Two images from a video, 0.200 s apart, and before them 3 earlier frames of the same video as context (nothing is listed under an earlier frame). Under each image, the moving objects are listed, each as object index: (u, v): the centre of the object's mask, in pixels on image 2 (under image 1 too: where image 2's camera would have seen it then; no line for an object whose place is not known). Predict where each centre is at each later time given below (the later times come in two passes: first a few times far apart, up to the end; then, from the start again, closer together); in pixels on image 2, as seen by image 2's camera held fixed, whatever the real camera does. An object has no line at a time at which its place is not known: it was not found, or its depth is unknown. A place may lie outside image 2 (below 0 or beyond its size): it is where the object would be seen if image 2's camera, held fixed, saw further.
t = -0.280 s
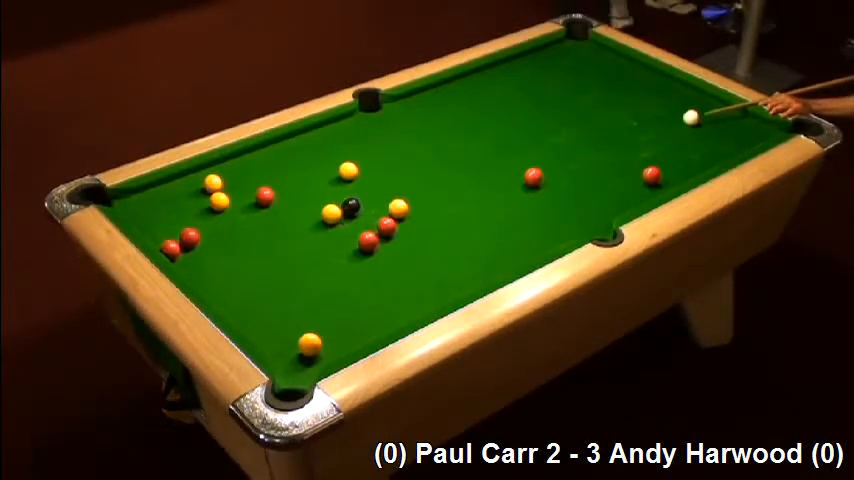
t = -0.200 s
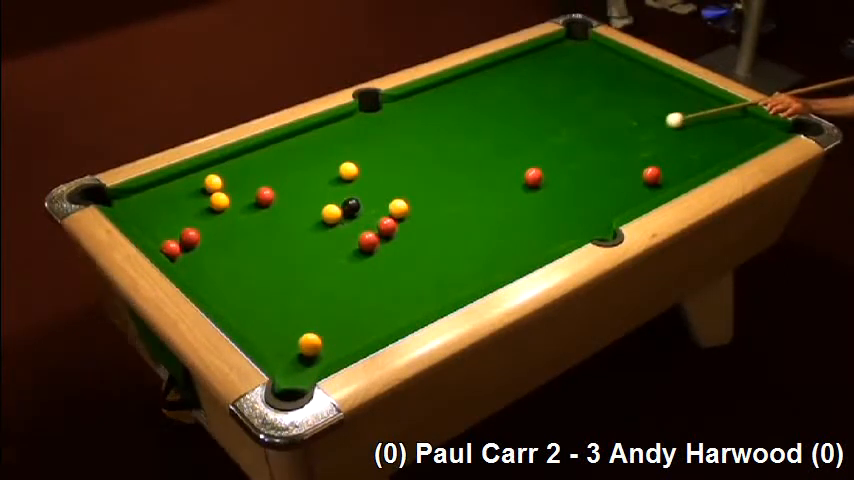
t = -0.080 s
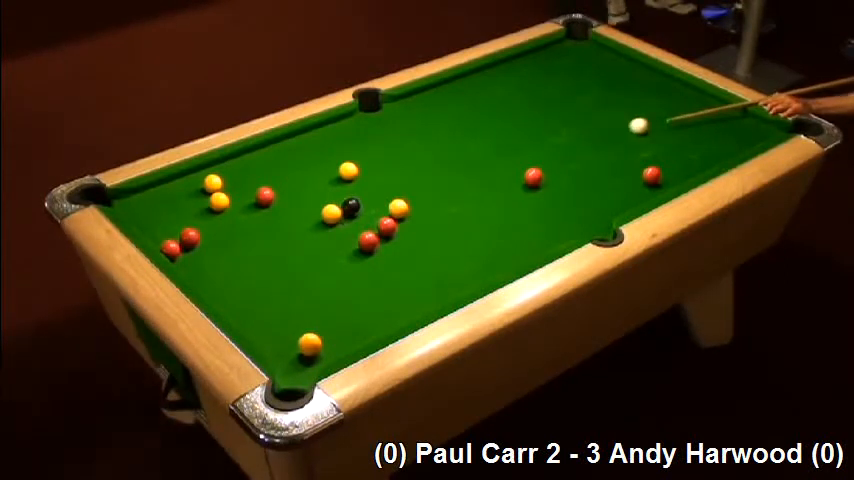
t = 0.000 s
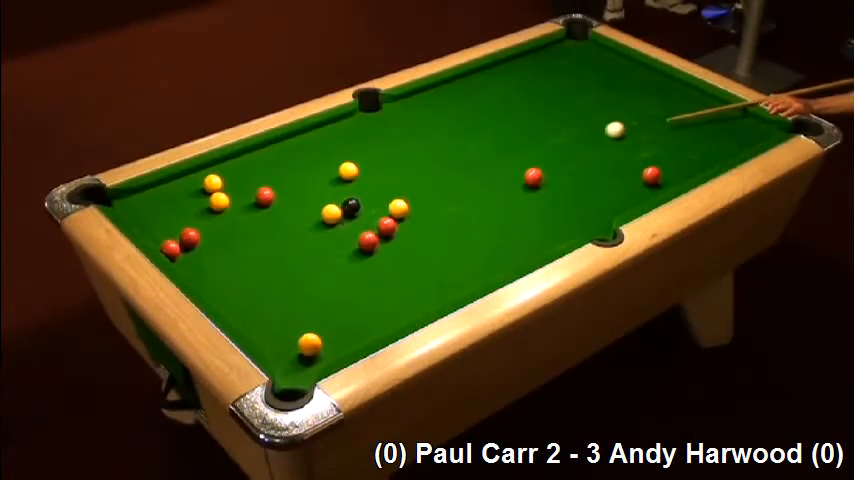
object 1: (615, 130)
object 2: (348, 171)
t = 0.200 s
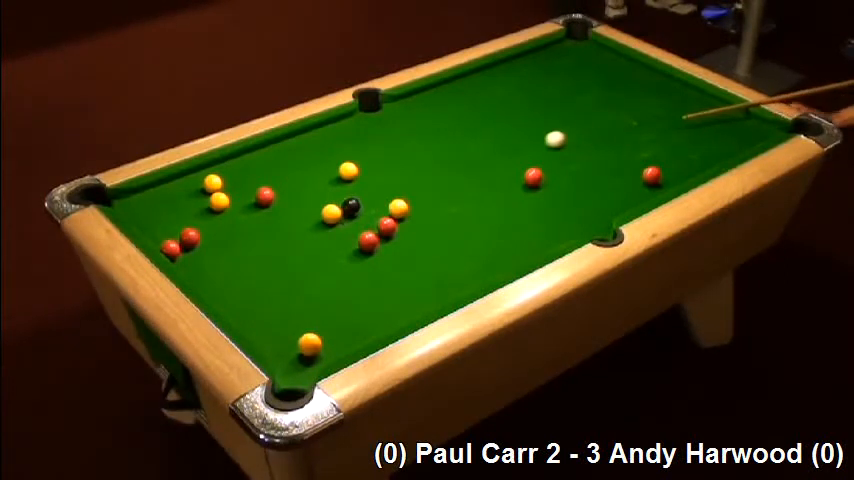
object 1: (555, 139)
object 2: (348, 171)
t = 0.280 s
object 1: (530, 143)
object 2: (348, 171)
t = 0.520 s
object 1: (456, 155)
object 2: (348, 171)
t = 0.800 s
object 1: (369, 170)
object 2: (348, 171)
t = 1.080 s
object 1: (356, 177)
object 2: (294, 175)
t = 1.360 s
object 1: (345, 184)
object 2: (246, 179)
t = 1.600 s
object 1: (337, 189)
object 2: (227, 180)
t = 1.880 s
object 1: (330, 193)
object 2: (219, 179)
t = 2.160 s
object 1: (324, 196)
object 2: (214, 178)
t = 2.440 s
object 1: (320, 198)
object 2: (212, 178)
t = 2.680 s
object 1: (317, 199)
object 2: (211, 178)
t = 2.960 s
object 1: (317, 200)
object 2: (211, 178)
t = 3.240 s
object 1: (317, 200)
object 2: (211, 178)
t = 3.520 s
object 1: (317, 200)
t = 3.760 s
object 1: (317, 200)
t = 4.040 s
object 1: (317, 200)
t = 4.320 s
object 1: (317, 200)
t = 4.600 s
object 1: (317, 200)
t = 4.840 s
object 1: (317, 200)
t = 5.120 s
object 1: (317, 200)
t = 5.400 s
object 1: (317, 200)
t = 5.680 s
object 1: (317, 200)
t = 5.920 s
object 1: (317, 200)
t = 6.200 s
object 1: (317, 200)
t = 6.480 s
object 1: (317, 200)
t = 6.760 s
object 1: (317, 200)
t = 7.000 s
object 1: (317, 200)
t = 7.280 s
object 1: (317, 200)
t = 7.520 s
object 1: (317, 200)
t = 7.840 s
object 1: (317, 200)
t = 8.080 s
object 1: (317, 200)
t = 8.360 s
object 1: (317, 200)
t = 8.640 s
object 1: (317, 200)
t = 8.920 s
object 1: (317, 200)
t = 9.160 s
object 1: (317, 200)
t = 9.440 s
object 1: (317, 200)
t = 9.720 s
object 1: (317, 200)
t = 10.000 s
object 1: (317, 200)
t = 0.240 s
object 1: (543, 141)
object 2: (348, 171)
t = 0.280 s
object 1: (530, 143)
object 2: (348, 171)
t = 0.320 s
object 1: (518, 145)
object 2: (348, 171)
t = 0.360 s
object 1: (506, 147)
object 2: (348, 171)
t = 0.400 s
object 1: (493, 149)
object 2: (348, 171)
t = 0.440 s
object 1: (481, 151)
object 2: (348, 171)
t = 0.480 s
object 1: (468, 154)
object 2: (348, 171)
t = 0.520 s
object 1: (456, 155)
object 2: (348, 171)
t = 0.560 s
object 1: (444, 158)
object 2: (348, 171)
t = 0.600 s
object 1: (431, 160)
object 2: (348, 171)
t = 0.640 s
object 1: (419, 161)
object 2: (348, 171)
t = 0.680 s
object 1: (406, 164)
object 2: (348, 171)
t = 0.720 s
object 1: (393, 166)
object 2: (348, 171)
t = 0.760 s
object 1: (381, 168)
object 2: (348, 171)
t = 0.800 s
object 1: (369, 170)
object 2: (348, 171)
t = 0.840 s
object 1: (366, 171)
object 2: (340, 171)
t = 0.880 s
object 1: (365, 172)
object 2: (331, 172)
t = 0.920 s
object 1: (363, 173)
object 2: (323, 173)
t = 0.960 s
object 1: (361, 174)
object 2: (316, 173)
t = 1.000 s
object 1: (360, 175)
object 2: (309, 174)
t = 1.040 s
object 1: (358, 176)
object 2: (301, 174)
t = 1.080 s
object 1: (356, 177)
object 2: (294, 175)
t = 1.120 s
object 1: (355, 178)
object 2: (287, 176)
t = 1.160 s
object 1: (353, 180)
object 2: (280, 176)
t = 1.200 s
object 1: (351, 180)
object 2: (273, 177)
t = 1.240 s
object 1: (350, 181)
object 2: (266, 177)
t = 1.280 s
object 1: (348, 182)
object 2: (259, 178)
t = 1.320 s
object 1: (347, 183)
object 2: (252, 179)
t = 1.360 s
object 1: (345, 184)
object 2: (246, 179)
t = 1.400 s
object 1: (344, 185)
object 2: (239, 180)
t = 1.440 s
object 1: (343, 186)
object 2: (232, 180)
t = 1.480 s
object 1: (341, 186)
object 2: (230, 180)
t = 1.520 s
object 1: (340, 187)
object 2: (229, 180)
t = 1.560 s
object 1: (339, 188)
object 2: (228, 180)
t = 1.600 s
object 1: (337, 189)
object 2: (227, 180)
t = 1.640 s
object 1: (336, 189)
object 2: (225, 180)
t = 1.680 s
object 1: (335, 190)
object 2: (224, 180)
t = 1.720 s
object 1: (334, 191)
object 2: (223, 179)
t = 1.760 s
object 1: (333, 191)
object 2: (222, 179)
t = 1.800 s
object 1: (332, 192)
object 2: (221, 179)
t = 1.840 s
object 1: (331, 193)
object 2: (220, 179)
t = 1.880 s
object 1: (330, 193)
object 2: (219, 179)
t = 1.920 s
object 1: (329, 194)
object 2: (218, 179)
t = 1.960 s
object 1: (328, 194)
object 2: (217, 178)
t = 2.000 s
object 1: (327, 195)
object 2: (217, 179)
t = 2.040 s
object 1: (326, 195)
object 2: (216, 178)
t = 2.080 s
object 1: (326, 196)
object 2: (215, 178)
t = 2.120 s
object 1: (325, 196)
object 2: (215, 178)
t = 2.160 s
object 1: (324, 196)
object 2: (214, 178)
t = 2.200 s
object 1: (323, 197)
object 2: (214, 178)
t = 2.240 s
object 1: (323, 197)
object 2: (213, 178)
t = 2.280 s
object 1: (322, 197)
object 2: (213, 178)
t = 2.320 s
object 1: (321, 198)
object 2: (213, 178)
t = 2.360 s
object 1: (321, 198)
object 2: (212, 178)
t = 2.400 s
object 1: (320, 198)
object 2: (212, 178)
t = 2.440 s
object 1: (320, 198)
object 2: (212, 178)
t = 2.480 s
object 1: (319, 199)
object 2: (211, 178)
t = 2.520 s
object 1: (319, 199)
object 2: (211, 178)
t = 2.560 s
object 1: (318, 199)
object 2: (211, 178)
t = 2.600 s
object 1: (318, 199)
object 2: (211, 178)
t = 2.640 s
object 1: (317, 199)
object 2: (211, 178)
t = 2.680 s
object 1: (317, 199)
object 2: (211, 178)
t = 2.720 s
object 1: (317, 200)
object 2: (211, 178)
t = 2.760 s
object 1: (317, 200)
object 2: (211, 178)
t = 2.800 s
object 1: (317, 200)
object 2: (211, 178)
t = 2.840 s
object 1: (317, 200)
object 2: (211, 178)
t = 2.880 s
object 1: (317, 200)
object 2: (211, 178)
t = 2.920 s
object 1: (317, 200)
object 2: (211, 178)
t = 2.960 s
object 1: (317, 200)
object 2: (211, 178)
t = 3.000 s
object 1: (317, 200)
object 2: (211, 178)
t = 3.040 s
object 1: (317, 200)
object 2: (211, 178)
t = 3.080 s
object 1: (317, 200)
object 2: (211, 178)
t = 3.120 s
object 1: (317, 200)
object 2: (211, 178)
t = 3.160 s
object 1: (317, 200)
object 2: (211, 178)
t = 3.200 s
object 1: (317, 200)
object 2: (211, 178)
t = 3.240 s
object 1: (317, 200)
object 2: (211, 178)
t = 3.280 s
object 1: (317, 200)
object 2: (211, 178)
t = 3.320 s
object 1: (317, 200)
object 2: (211, 178)
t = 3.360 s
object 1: (317, 200)
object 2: (211, 178)
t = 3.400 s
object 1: (317, 200)
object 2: (211, 178)
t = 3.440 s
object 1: (317, 200)
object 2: (211, 178)
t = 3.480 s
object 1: (317, 200)
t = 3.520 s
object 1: (317, 200)
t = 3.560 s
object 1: (317, 200)
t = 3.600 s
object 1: (317, 200)
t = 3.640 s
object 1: (317, 200)
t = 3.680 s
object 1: (317, 200)
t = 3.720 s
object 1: (317, 200)
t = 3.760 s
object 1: (317, 200)
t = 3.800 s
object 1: (317, 200)
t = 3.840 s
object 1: (317, 200)
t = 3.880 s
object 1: (317, 200)
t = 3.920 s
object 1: (317, 200)
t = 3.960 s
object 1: (317, 200)
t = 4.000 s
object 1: (317, 200)
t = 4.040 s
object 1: (317, 200)
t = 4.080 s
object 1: (317, 200)
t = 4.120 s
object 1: (317, 200)
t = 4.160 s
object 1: (317, 200)
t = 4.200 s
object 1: (317, 200)
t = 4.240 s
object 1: (317, 200)
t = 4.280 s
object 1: (317, 200)
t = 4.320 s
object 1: (317, 200)
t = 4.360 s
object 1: (317, 200)
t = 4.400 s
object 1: (317, 200)
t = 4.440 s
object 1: (317, 200)
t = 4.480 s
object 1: (317, 200)
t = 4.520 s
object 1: (317, 200)
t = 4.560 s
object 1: (317, 200)
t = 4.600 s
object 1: (317, 200)
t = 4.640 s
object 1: (317, 200)
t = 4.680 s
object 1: (317, 200)
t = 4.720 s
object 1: (317, 200)
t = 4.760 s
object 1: (317, 200)
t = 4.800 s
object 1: (317, 200)
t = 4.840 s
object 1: (317, 200)
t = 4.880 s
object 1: (317, 200)
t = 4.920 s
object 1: (317, 200)
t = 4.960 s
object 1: (317, 200)
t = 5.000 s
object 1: (317, 200)
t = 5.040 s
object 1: (317, 200)
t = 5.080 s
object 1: (317, 200)
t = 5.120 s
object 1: (317, 200)
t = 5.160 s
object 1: (317, 200)
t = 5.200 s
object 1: (317, 200)
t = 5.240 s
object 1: (317, 200)
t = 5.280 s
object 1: (317, 200)
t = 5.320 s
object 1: (317, 200)
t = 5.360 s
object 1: (317, 200)
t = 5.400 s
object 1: (317, 200)
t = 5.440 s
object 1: (317, 200)
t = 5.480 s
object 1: (317, 200)
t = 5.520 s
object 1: (317, 200)
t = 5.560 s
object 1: (317, 200)
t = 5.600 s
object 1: (317, 200)
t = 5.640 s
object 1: (317, 200)
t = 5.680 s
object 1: (317, 200)
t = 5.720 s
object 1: (317, 200)
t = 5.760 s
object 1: (317, 200)
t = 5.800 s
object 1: (317, 200)
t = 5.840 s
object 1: (317, 200)
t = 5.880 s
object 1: (317, 200)
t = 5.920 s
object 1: (317, 200)
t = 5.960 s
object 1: (317, 200)
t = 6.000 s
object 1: (317, 200)
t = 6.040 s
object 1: (317, 200)
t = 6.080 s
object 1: (317, 200)
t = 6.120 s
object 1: (317, 200)
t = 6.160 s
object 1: (317, 200)
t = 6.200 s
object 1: (317, 200)
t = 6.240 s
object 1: (317, 200)
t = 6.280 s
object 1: (317, 200)
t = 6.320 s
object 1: (317, 200)
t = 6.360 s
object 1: (317, 200)
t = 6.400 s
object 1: (317, 200)
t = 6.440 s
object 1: (317, 200)
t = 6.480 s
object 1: (317, 200)
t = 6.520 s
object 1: (317, 200)
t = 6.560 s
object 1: (317, 200)
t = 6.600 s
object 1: (317, 200)
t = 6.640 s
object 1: (317, 200)
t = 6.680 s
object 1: (317, 200)
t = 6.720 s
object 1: (317, 200)
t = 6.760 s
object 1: (317, 200)
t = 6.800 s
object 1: (317, 200)
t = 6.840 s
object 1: (317, 200)
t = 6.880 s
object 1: (317, 200)
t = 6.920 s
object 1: (317, 200)
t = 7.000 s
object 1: (317, 200)
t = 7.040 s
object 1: (317, 200)
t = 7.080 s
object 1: (317, 200)
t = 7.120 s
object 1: (317, 200)
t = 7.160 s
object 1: (317, 200)
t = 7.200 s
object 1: (317, 200)
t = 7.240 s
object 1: (317, 200)
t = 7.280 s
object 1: (317, 200)
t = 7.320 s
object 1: (317, 200)
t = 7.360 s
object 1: (317, 200)
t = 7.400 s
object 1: (317, 200)
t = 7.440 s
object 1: (317, 200)
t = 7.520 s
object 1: (317, 200)
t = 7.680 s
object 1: (317, 200)
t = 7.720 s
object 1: (317, 200)
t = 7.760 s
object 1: (317, 200)
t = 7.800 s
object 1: (317, 200)
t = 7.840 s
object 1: (317, 200)
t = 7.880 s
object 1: (317, 200)
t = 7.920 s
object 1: (317, 200)
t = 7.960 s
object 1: (317, 200)
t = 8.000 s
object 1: (317, 200)
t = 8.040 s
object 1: (317, 200)
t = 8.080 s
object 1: (317, 200)
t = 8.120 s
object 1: (317, 200)
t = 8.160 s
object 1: (317, 200)
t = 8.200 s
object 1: (317, 200)
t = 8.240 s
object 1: (317, 200)
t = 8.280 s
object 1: (317, 200)
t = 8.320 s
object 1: (317, 200)
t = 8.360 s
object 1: (317, 200)
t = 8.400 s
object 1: (317, 200)
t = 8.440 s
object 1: (317, 200)
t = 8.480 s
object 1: (317, 200)
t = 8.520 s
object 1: (317, 200)
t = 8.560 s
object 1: (317, 200)
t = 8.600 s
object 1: (317, 200)
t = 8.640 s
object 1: (317, 200)
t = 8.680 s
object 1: (317, 200)
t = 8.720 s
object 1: (317, 200)
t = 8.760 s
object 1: (317, 200)
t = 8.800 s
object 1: (317, 200)
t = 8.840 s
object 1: (317, 200)
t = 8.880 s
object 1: (317, 200)
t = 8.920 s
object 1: (317, 200)
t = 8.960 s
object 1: (317, 200)
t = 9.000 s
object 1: (317, 200)
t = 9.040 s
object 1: (317, 200)
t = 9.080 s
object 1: (317, 200)
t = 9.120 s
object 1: (317, 200)
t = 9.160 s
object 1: (317, 200)
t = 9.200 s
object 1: (317, 200)
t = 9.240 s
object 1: (317, 200)
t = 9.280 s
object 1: (317, 200)
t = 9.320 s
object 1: (317, 200)
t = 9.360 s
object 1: (317, 200)
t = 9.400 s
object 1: (317, 200)
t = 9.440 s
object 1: (317, 200)
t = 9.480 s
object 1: (317, 200)
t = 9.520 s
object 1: (317, 200)
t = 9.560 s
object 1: (317, 200)
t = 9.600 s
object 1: (317, 200)
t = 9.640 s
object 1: (317, 200)
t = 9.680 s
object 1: (317, 200)
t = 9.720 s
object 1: (317, 200)
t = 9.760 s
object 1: (317, 200)
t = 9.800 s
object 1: (317, 200)
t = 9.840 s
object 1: (317, 200)
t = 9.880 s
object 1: (317, 200)
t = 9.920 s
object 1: (317, 200)
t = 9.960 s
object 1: (317, 200)
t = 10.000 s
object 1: (317, 200)
